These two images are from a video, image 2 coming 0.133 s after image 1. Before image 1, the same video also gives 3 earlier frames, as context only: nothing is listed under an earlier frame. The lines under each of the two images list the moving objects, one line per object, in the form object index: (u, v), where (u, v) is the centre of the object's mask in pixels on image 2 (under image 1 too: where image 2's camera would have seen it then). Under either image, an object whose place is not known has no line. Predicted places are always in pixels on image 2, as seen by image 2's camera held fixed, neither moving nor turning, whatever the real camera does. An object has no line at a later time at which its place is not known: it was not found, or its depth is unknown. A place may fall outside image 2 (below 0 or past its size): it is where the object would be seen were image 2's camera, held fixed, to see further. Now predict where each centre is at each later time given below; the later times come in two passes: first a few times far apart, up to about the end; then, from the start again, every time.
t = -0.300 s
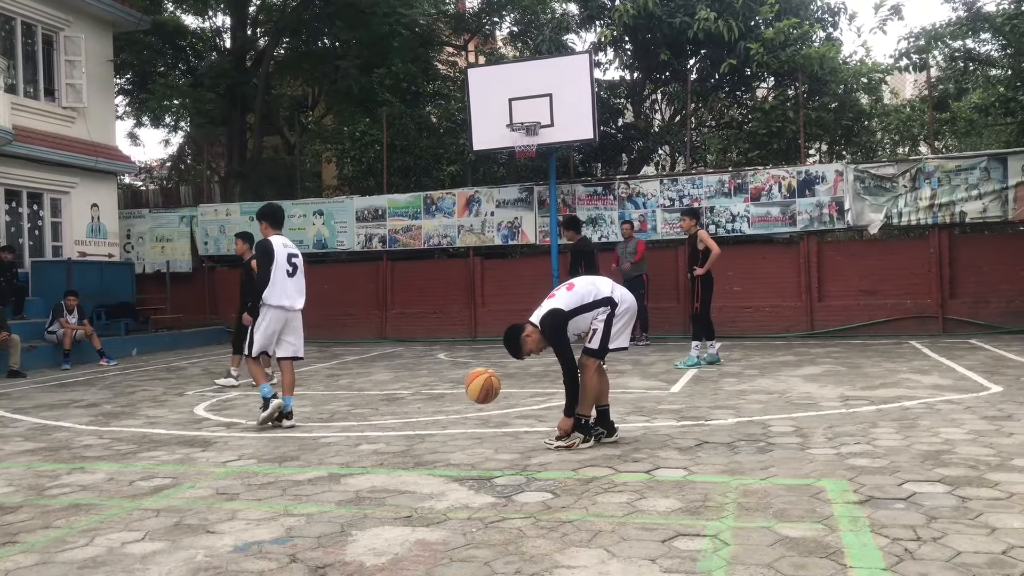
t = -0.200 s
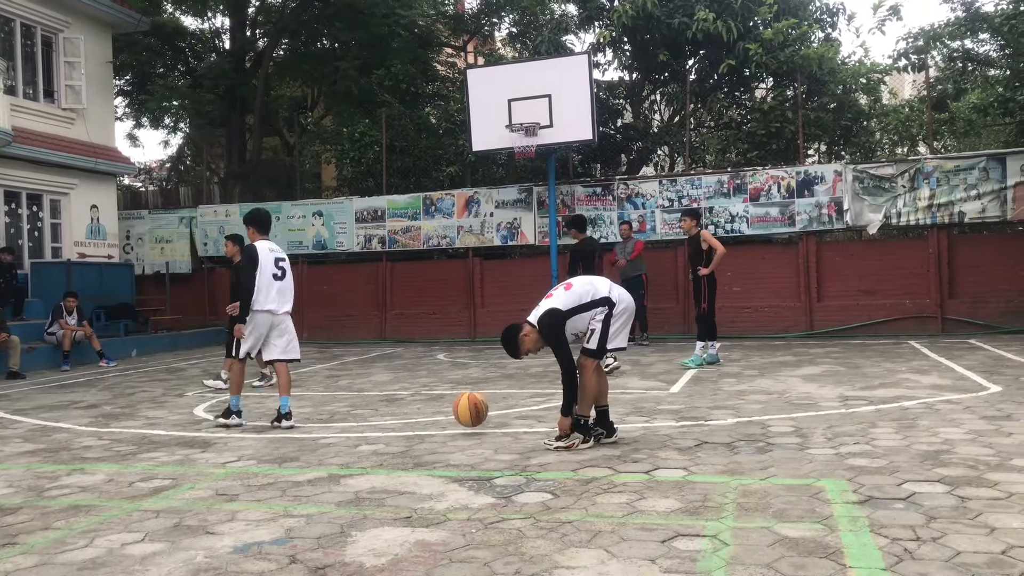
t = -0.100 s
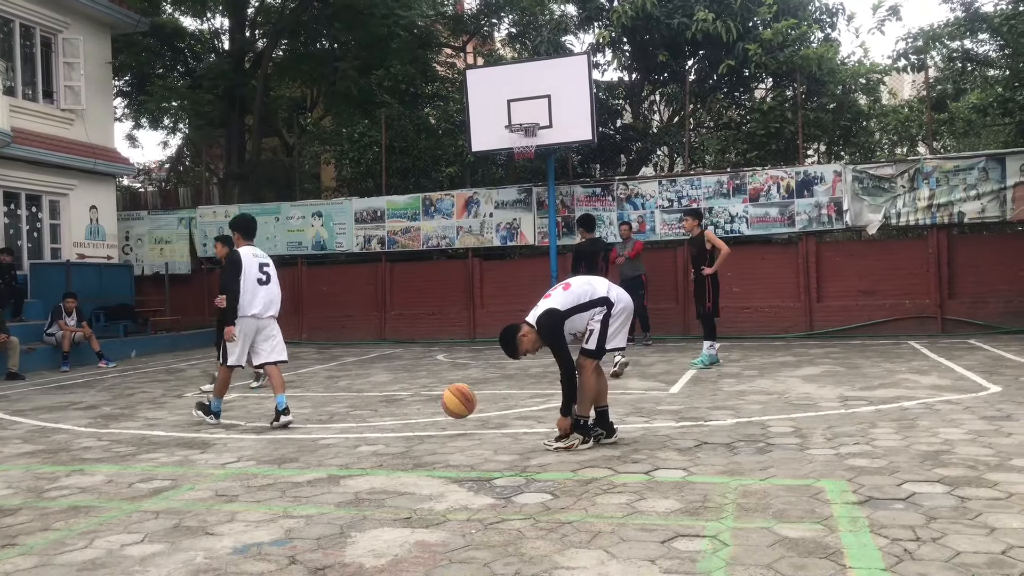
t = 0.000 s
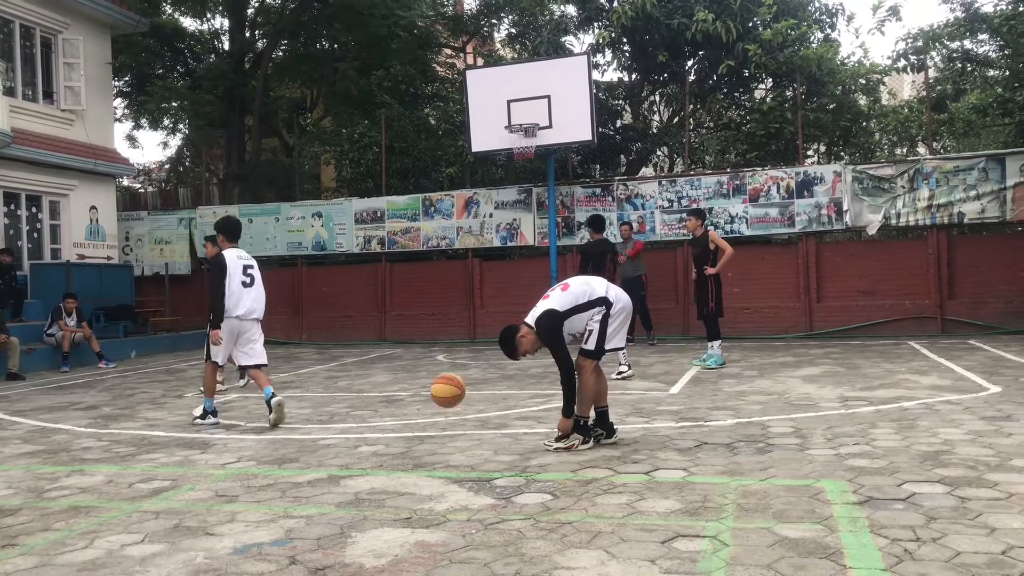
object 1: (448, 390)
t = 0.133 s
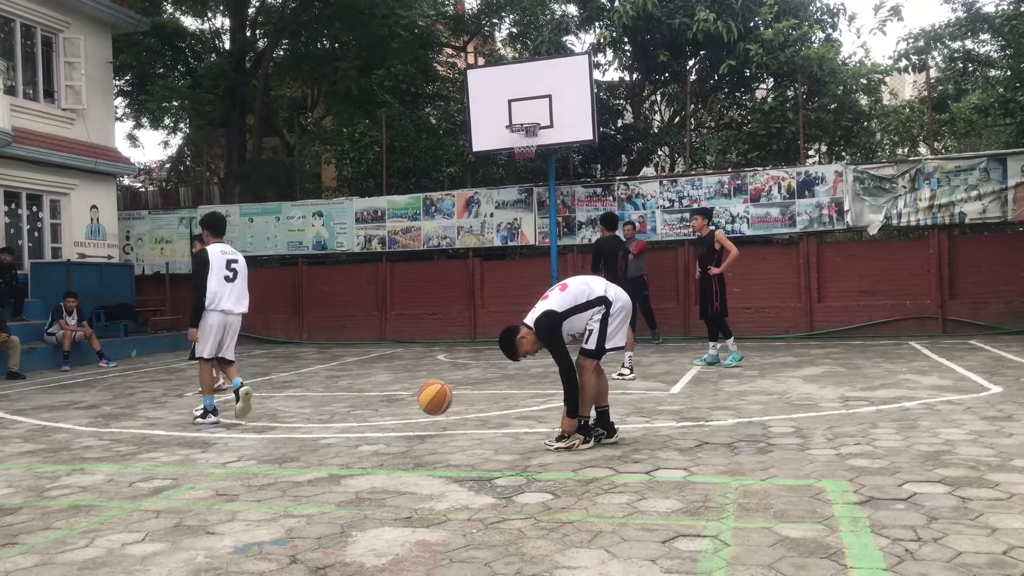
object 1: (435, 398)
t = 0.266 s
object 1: (421, 406)
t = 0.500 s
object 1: (397, 403)
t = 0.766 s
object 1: (368, 404)
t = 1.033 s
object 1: (340, 409)
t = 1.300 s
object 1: (309, 411)
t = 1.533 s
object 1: (282, 414)
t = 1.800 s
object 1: (250, 414)
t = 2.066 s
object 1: (218, 416)
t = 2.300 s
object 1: (190, 416)
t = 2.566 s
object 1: (161, 416)
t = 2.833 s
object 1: (132, 416)
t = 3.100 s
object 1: (106, 417)
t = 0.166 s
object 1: (431, 404)
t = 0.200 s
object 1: (428, 412)
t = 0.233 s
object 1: (425, 413)
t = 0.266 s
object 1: (421, 406)
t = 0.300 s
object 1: (417, 401)
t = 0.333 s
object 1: (414, 398)
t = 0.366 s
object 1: (410, 396)
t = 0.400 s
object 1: (407, 395)
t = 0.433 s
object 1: (404, 396)
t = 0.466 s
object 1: (400, 399)
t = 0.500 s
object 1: (397, 403)
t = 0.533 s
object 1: (394, 409)
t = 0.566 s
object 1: (390, 415)
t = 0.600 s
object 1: (387, 409)
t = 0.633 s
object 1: (383, 405)
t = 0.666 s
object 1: (379, 402)
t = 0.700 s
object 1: (376, 401)
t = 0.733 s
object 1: (372, 402)
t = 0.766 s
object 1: (368, 404)
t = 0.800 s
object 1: (365, 407)
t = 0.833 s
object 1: (361, 413)
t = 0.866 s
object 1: (358, 412)
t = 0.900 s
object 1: (354, 408)
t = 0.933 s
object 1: (351, 406)
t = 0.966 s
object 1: (347, 405)
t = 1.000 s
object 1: (343, 406)
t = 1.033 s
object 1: (340, 409)
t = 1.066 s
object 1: (337, 413)
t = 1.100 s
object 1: (333, 413)
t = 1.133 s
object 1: (328, 410)
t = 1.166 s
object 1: (325, 409)
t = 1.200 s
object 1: (320, 409)
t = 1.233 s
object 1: (317, 412)
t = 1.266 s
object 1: (313, 414)
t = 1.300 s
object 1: (309, 411)
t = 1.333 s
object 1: (305, 410)
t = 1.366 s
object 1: (301, 411)
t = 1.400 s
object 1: (298, 413)
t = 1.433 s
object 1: (294, 413)
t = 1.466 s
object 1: (290, 412)
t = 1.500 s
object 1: (286, 413)
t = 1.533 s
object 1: (282, 414)
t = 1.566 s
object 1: (278, 413)
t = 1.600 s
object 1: (274, 413)
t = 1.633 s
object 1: (270, 414)
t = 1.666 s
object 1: (266, 414)
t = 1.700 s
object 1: (262, 414)
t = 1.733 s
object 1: (258, 414)
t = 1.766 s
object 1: (254, 415)
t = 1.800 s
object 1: (250, 414)
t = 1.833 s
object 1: (246, 415)
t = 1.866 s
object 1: (242, 415)
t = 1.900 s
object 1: (238, 415)
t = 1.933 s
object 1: (234, 415)
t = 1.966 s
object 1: (230, 415)
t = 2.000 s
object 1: (226, 415)
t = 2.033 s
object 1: (221, 415)
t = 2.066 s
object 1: (218, 416)
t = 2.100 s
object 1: (213, 416)
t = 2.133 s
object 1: (210, 416)
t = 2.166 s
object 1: (206, 416)
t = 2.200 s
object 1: (202, 416)
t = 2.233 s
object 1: (198, 416)
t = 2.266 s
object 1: (194, 416)
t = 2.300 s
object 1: (190, 416)
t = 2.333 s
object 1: (186, 416)
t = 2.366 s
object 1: (182, 416)
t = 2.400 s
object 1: (178, 416)
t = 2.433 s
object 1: (175, 416)
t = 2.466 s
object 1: (171, 416)
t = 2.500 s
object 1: (168, 416)
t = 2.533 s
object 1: (164, 416)
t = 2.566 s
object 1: (161, 416)
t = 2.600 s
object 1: (157, 416)
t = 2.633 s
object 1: (154, 416)
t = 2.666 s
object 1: (150, 416)
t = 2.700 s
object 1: (146, 416)
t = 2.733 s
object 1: (143, 417)
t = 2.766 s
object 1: (139, 416)
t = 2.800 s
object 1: (136, 416)
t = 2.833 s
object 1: (132, 416)
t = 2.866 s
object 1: (128, 417)
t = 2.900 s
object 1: (125, 417)
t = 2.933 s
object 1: (122, 417)
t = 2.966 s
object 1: (118, 417)
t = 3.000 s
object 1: (116, 417)
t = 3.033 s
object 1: (112, 417)
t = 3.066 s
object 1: (109, 417)
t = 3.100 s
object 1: (106, 417)
